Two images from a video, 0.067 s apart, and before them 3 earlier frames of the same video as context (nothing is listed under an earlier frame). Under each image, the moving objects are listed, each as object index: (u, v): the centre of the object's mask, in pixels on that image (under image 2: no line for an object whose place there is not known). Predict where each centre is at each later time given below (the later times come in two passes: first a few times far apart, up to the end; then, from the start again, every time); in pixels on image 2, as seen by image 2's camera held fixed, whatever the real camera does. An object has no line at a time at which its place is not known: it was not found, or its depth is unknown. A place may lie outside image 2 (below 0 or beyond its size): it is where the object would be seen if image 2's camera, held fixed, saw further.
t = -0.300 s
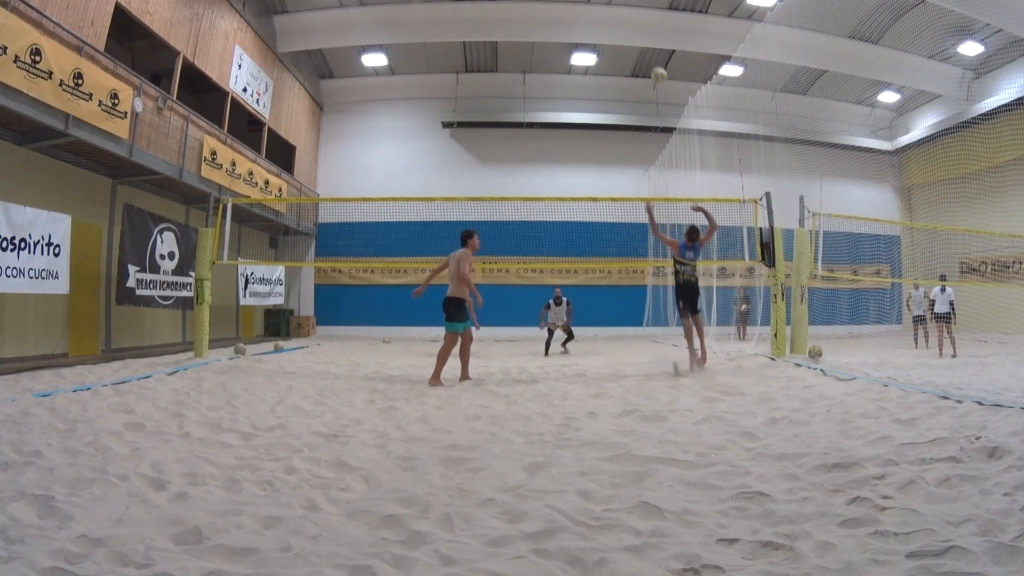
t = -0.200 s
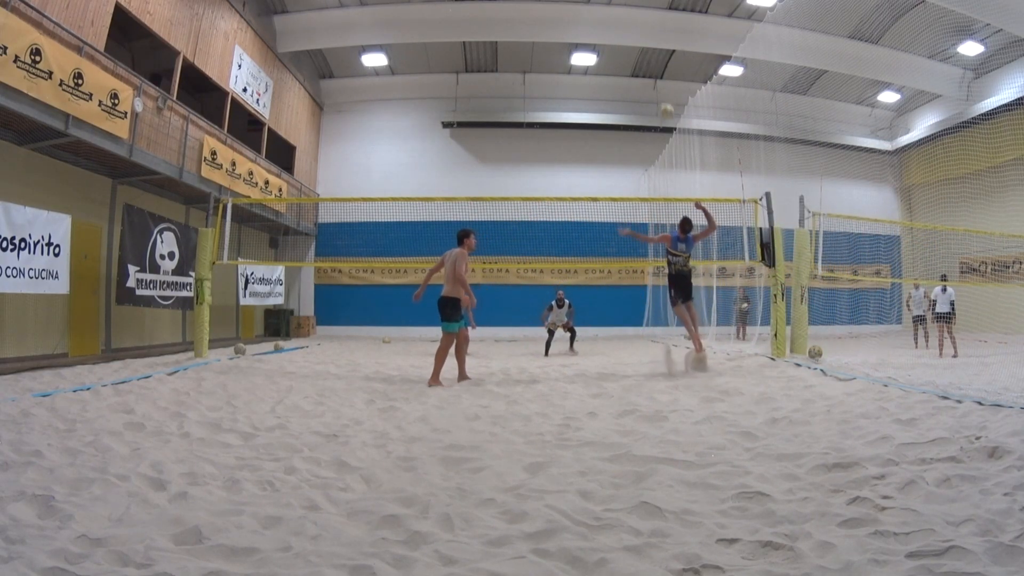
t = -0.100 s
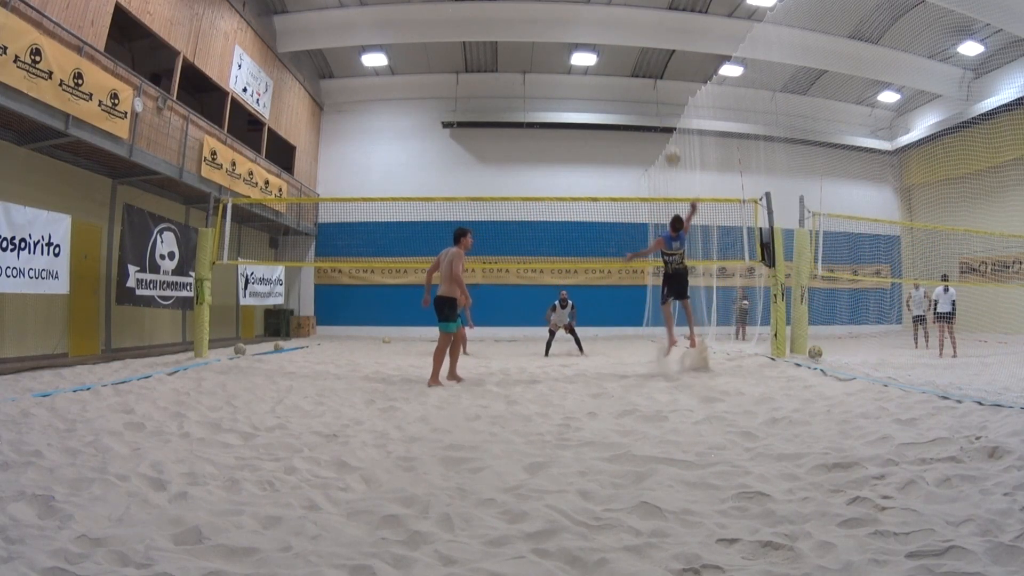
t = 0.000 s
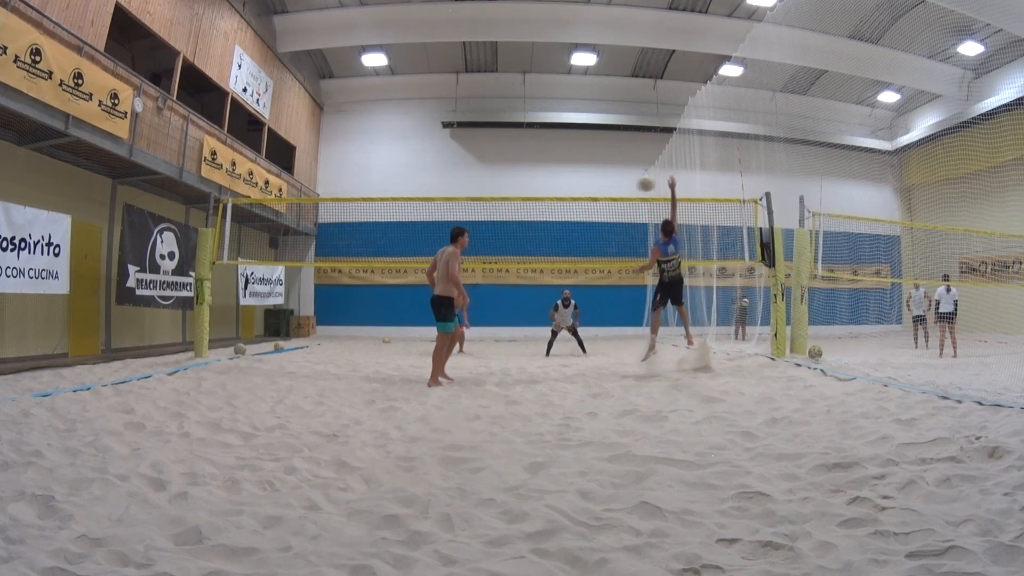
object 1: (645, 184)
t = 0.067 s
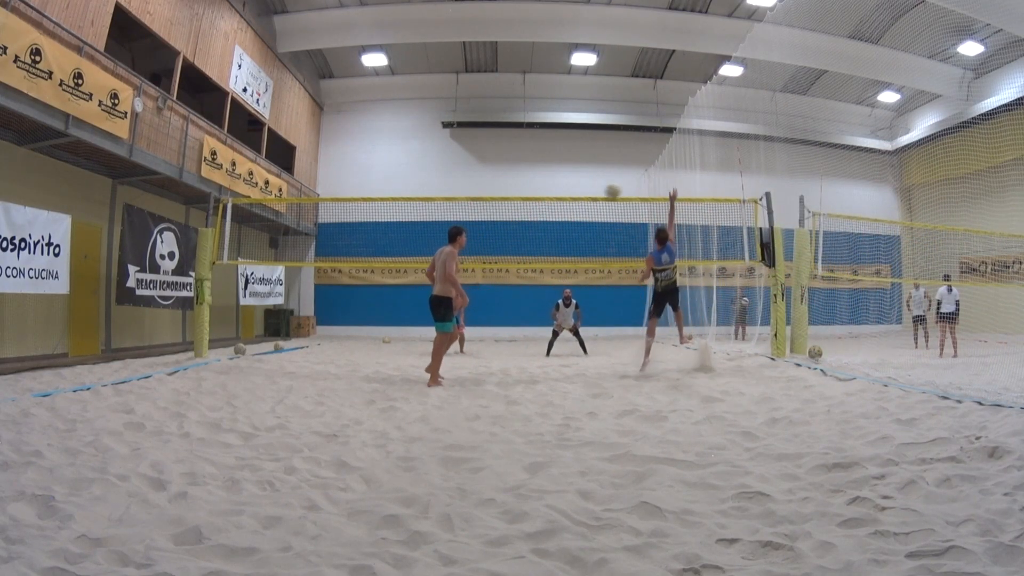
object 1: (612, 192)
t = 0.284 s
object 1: (549, 205)
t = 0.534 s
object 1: (500, 248)
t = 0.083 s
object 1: (606, 193)
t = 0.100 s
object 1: (600, 192)
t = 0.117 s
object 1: (595, 193)
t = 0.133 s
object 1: (590, 193)
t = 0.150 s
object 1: (585, 193)
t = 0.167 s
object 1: (580, 194)
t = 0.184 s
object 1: (575, 194)
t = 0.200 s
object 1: (571, 195)
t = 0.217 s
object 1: (566, 197)
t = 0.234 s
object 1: (562, 199)
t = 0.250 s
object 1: (558, 201)
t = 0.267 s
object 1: (553, 204)
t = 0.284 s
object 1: (549, 205)
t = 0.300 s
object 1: (545, 207)
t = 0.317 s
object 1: (541, 208)
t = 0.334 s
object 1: (538, 210)
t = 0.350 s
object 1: (534, 213)
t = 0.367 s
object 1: (531, 216)
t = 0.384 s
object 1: (528, 219)
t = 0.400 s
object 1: (524, 222)
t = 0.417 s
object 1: (522, 224)
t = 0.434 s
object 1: (518, 228)
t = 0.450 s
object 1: (515, 230)
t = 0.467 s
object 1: (512, 234)
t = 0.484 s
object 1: (509, 237)
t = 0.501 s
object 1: (505, 241)
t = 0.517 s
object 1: (503, 244)
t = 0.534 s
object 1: (500, 248)
